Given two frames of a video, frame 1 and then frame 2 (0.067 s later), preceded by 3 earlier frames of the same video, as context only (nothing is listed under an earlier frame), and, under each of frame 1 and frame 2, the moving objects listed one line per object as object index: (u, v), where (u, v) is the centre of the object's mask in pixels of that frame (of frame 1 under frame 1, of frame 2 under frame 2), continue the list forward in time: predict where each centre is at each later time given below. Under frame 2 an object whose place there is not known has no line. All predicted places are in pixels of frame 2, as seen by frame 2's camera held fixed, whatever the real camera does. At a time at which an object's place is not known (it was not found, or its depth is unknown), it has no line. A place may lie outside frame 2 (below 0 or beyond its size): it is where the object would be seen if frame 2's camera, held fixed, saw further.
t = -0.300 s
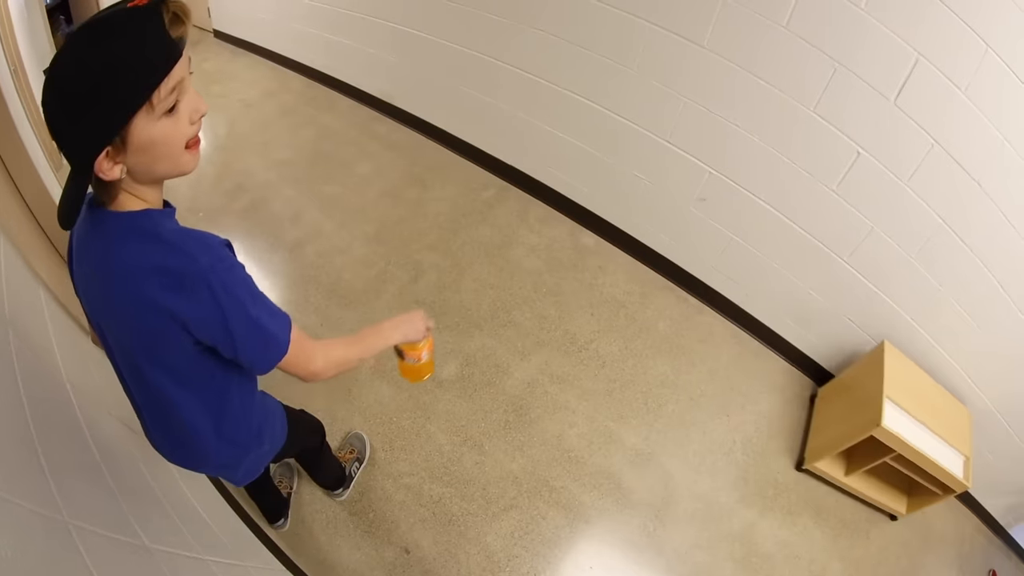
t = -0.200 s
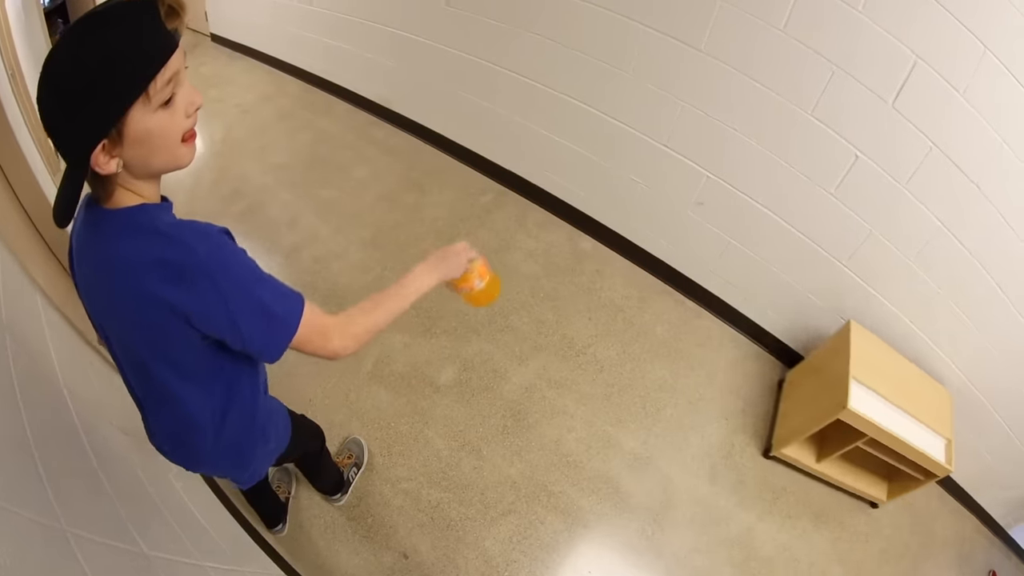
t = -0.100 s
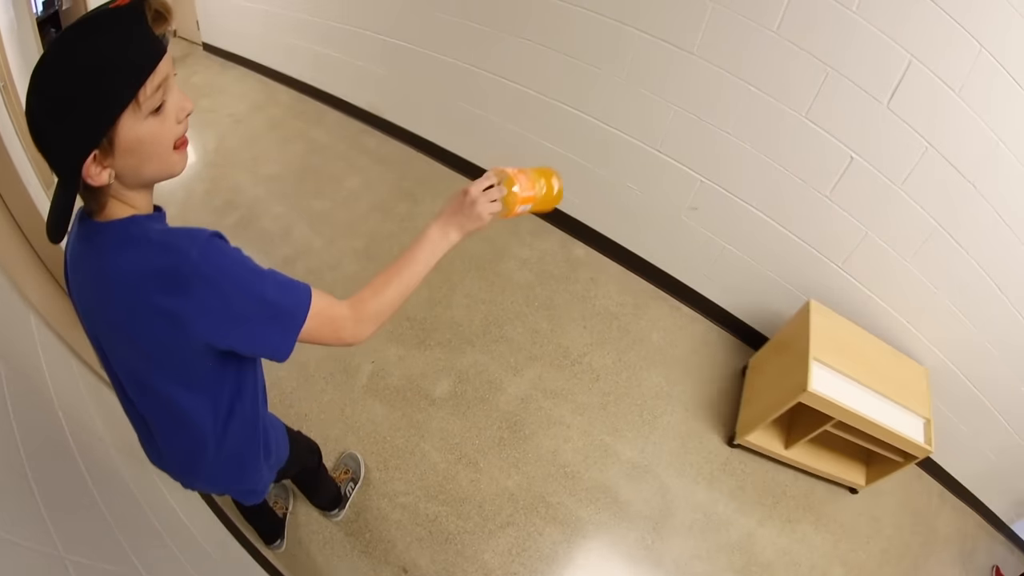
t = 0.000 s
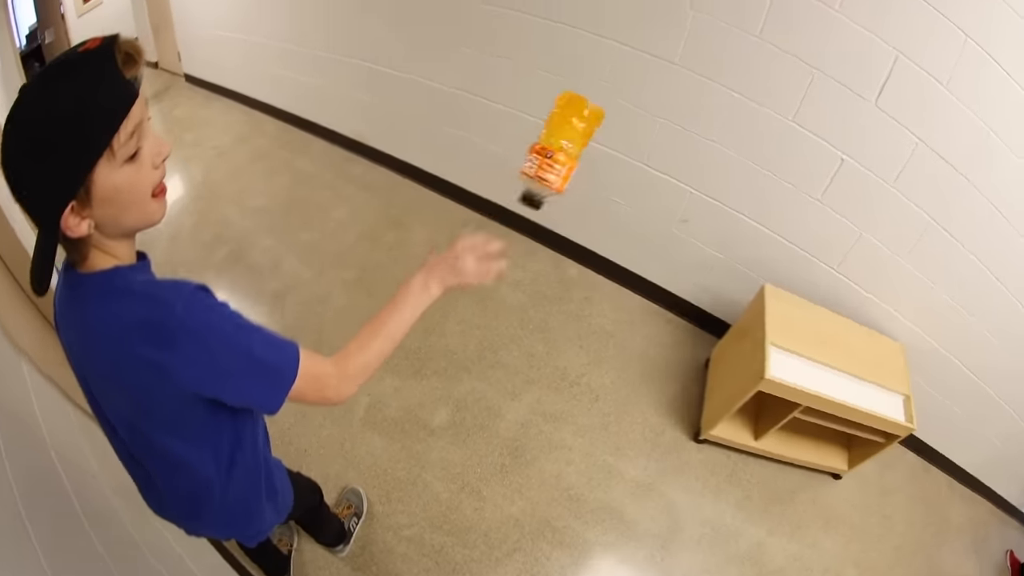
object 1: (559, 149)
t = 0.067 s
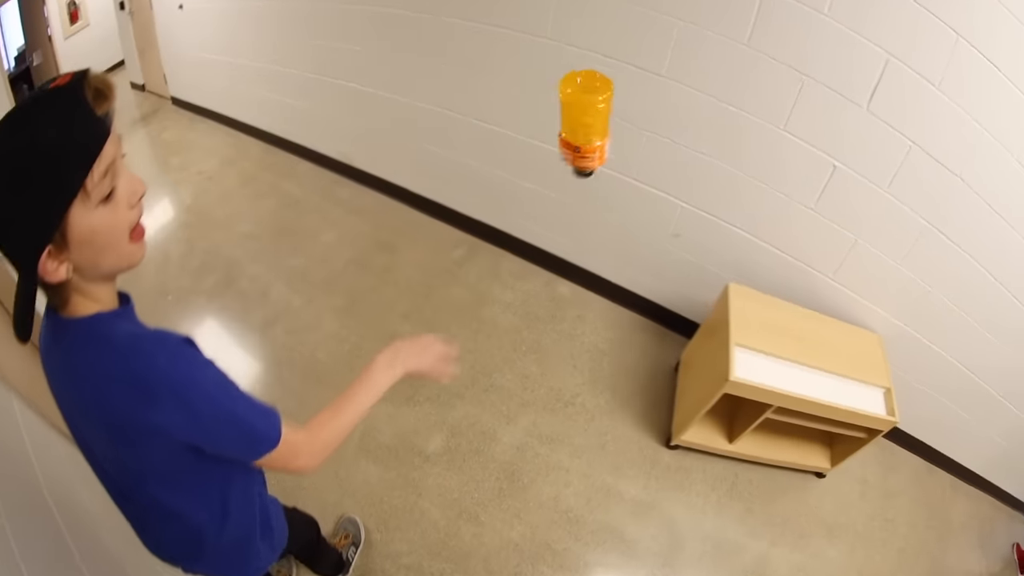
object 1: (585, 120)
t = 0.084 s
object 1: (593, 110)
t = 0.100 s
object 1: (599, 104)
